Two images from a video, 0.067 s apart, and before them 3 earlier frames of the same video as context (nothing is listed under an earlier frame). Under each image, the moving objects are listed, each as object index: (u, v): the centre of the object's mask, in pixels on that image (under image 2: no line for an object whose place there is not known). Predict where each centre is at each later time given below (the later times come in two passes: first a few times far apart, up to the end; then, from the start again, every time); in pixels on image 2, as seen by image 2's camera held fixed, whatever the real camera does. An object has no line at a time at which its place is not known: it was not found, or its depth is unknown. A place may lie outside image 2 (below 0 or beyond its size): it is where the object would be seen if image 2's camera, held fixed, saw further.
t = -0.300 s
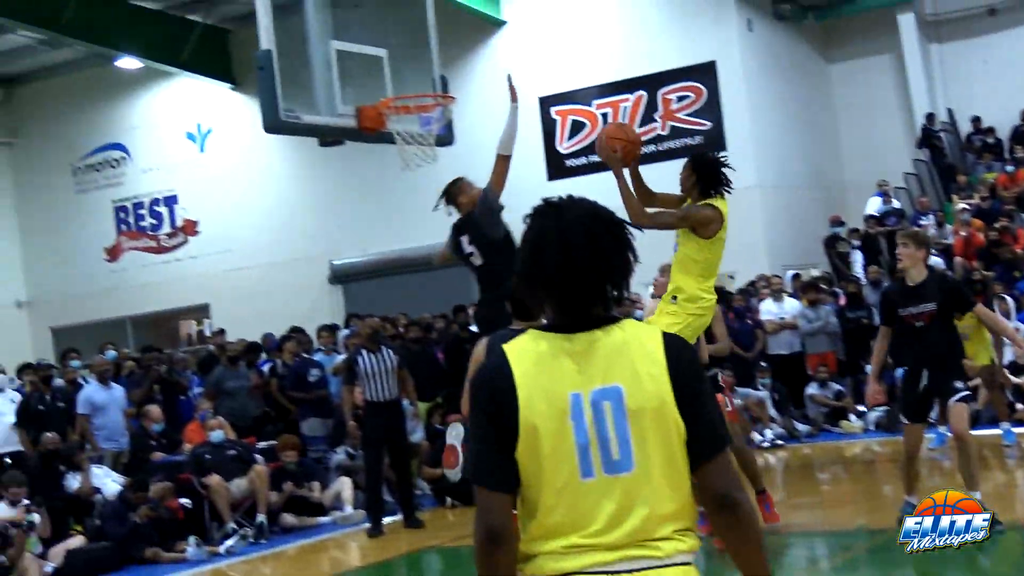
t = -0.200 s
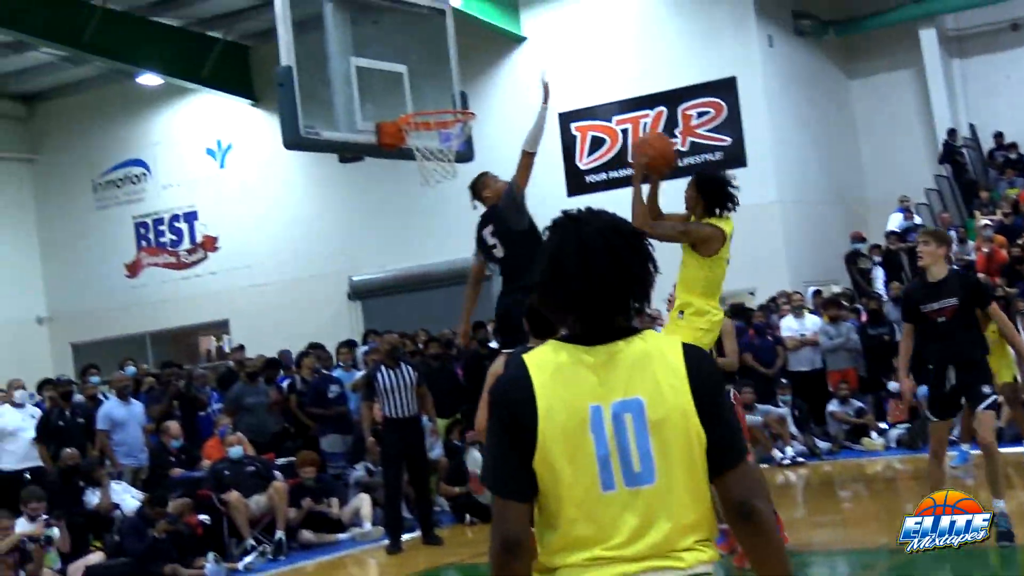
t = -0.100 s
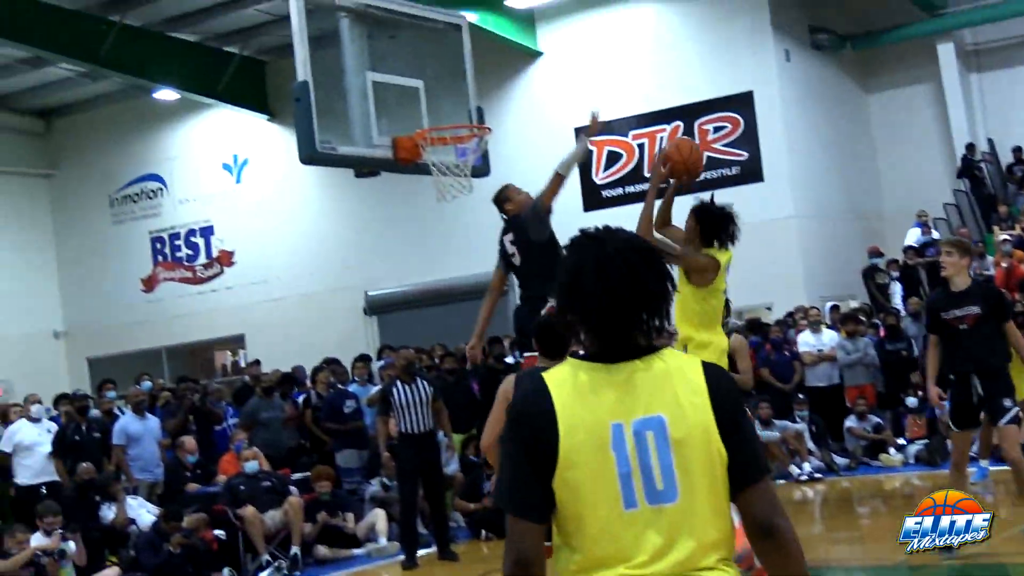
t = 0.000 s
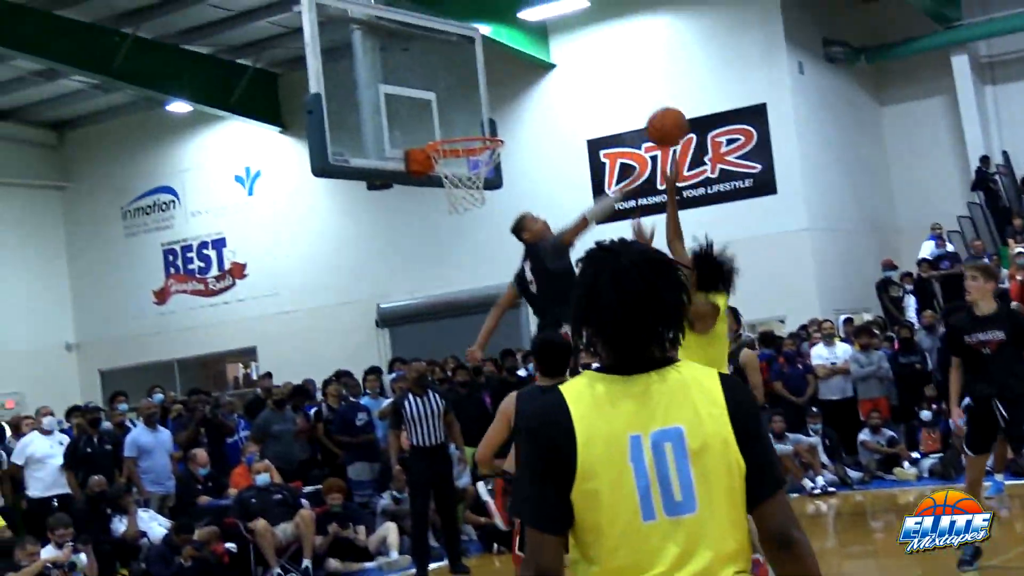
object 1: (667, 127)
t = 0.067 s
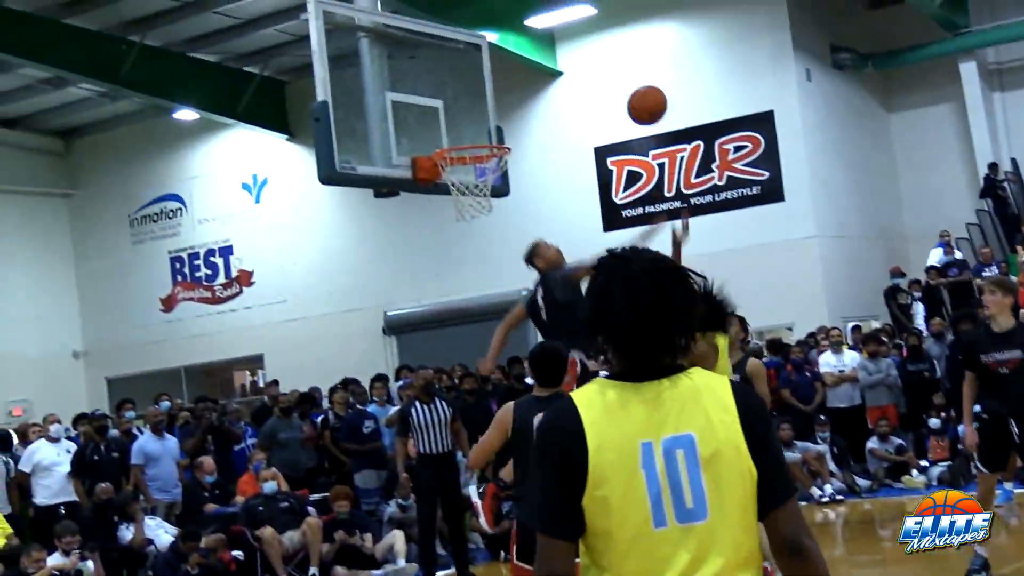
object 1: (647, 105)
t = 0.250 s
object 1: (581, 66)
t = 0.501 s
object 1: (510, 101)
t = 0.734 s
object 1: (472, 161)
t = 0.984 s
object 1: (460, 208)
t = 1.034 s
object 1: (461, 216)
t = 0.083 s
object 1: (641, 99)
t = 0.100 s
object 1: (634, 94)
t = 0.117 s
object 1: (628, 89)
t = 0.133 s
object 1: (622, 84)
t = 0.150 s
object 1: (616, 80)
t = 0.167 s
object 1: (610, 77)
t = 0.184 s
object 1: (604, 74)
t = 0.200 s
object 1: (598, 71)
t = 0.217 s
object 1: (592, 69)
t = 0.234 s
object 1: (587, 67)
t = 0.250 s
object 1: (581, 66)
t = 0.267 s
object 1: (576, 65)
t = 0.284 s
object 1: (570, 65)
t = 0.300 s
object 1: (565, 65)
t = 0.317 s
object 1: (560, 66)
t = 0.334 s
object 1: (555, 67)
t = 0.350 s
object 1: (550, 69)
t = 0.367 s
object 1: (545, 71)
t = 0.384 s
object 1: (541, 73)
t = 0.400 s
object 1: (536, 76)
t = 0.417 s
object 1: (531, 79)
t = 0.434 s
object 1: (527, 83)
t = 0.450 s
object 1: (522, 87)
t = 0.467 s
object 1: (518, 91)
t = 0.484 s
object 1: (514, 96)
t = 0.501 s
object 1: (510, 101)
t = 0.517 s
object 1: (506, 107)
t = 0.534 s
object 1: (502, 113)
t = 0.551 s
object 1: (497, 120)
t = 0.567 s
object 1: (493, 127)
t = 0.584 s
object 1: (490, 130)
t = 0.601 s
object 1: (488, 130)
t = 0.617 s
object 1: (485, 131)
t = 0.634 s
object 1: (484, 133)
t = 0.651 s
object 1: (481, 134)
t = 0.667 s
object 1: (478, 139)
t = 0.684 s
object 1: (476, 145)
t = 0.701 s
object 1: (474, 151)
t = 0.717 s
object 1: (473, 156)
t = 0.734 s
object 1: (472, 161)
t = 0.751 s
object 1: (469, 164)
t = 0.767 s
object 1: (467, 167)
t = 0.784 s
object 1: (467, 173)
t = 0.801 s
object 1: (466, 179)
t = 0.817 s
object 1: (463, 186)
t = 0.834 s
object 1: (461, 188)
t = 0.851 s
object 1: (460, 190)
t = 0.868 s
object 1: (460, 192)
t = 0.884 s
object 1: (460, 192)
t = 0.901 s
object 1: (459, 195)
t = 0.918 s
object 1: (459, 195)
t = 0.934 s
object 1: (460, 198)
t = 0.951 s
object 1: (460, 200)
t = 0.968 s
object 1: (460, 202)
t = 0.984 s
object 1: (460, 208)
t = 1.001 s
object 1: (460, 211)
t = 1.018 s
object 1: (460, 214)
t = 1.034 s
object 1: (461, 216)
